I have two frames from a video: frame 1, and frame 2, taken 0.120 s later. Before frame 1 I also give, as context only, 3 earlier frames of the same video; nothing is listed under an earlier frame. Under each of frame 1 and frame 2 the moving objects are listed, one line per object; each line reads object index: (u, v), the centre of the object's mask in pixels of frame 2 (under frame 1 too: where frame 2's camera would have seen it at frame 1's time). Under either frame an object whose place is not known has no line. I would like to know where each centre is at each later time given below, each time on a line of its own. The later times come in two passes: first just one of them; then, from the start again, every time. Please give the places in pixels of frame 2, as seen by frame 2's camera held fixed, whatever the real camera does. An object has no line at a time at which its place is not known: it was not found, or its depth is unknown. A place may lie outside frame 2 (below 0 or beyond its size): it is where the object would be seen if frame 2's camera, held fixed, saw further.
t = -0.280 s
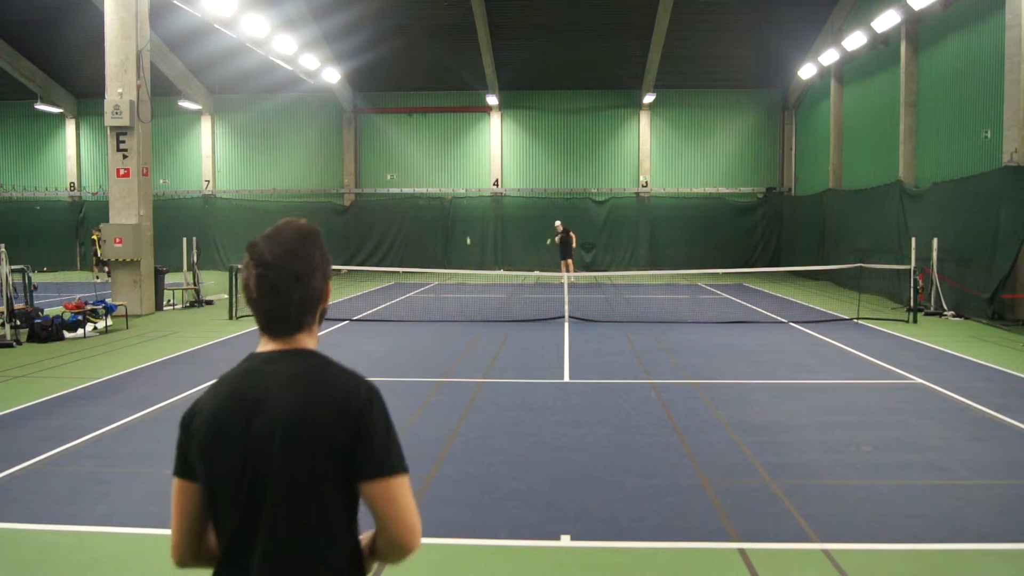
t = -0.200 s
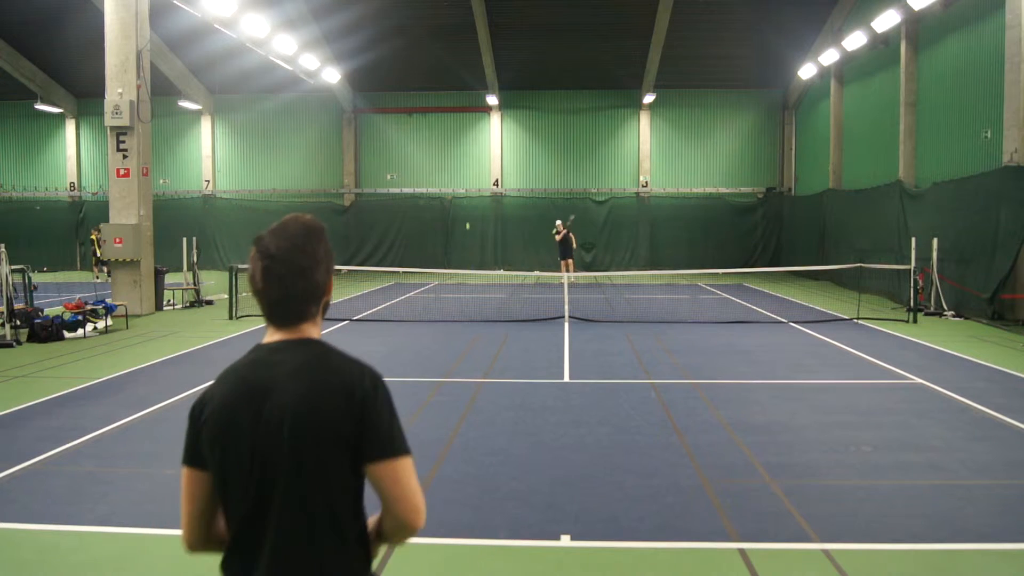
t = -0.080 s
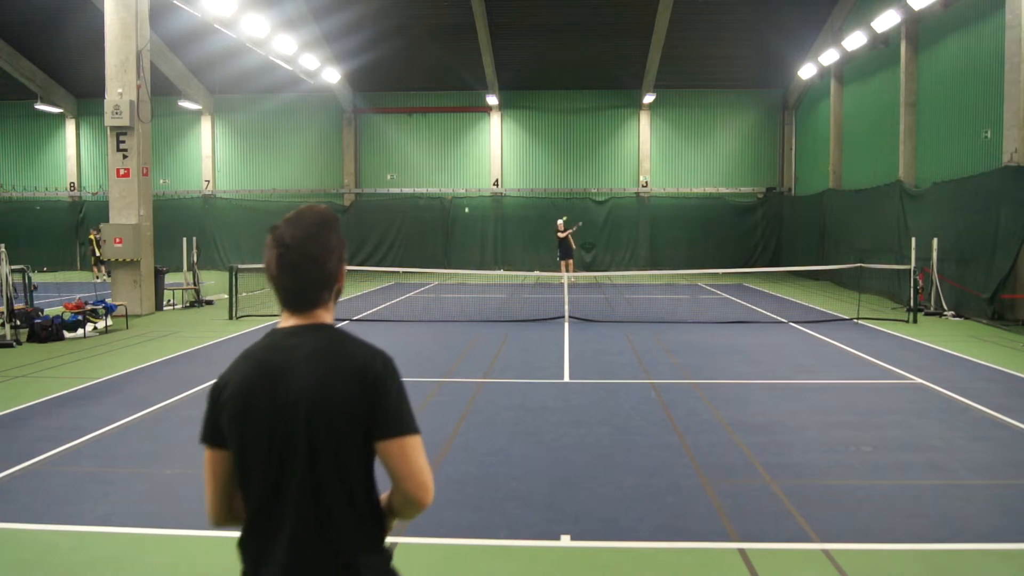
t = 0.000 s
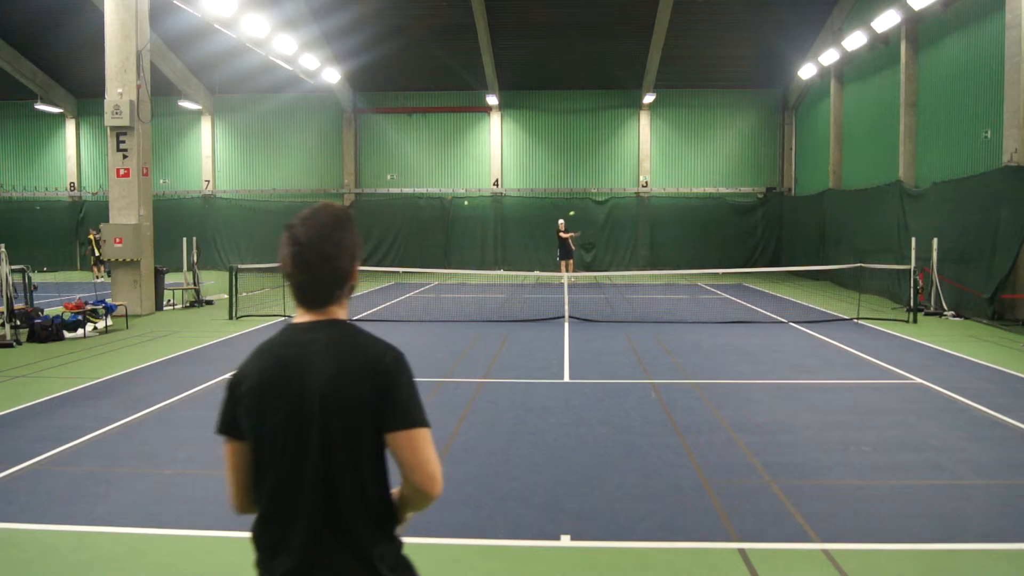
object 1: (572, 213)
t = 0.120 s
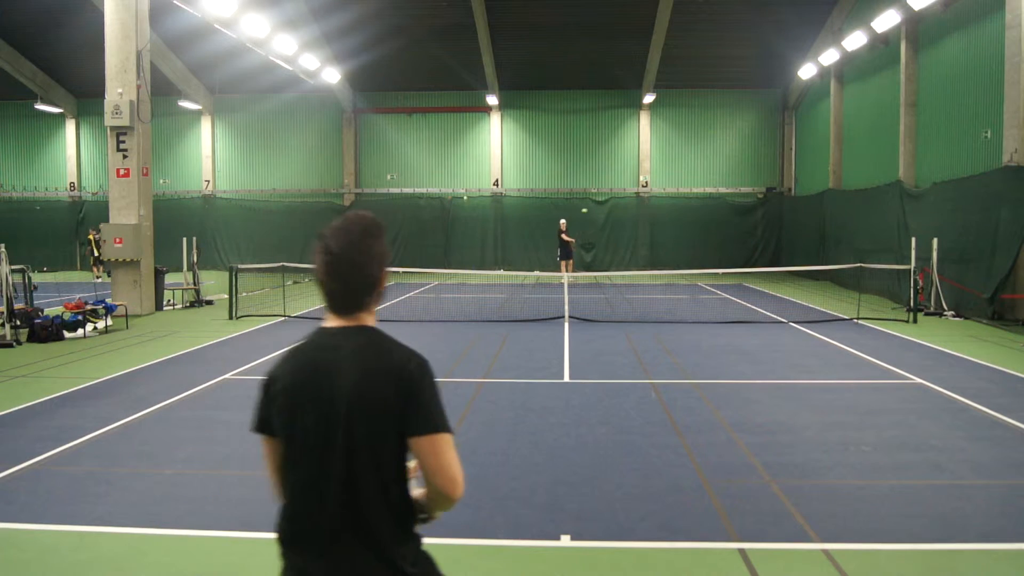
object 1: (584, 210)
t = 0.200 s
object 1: (593, 212)
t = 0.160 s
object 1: (589, 211)
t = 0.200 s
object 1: (593, 212)
